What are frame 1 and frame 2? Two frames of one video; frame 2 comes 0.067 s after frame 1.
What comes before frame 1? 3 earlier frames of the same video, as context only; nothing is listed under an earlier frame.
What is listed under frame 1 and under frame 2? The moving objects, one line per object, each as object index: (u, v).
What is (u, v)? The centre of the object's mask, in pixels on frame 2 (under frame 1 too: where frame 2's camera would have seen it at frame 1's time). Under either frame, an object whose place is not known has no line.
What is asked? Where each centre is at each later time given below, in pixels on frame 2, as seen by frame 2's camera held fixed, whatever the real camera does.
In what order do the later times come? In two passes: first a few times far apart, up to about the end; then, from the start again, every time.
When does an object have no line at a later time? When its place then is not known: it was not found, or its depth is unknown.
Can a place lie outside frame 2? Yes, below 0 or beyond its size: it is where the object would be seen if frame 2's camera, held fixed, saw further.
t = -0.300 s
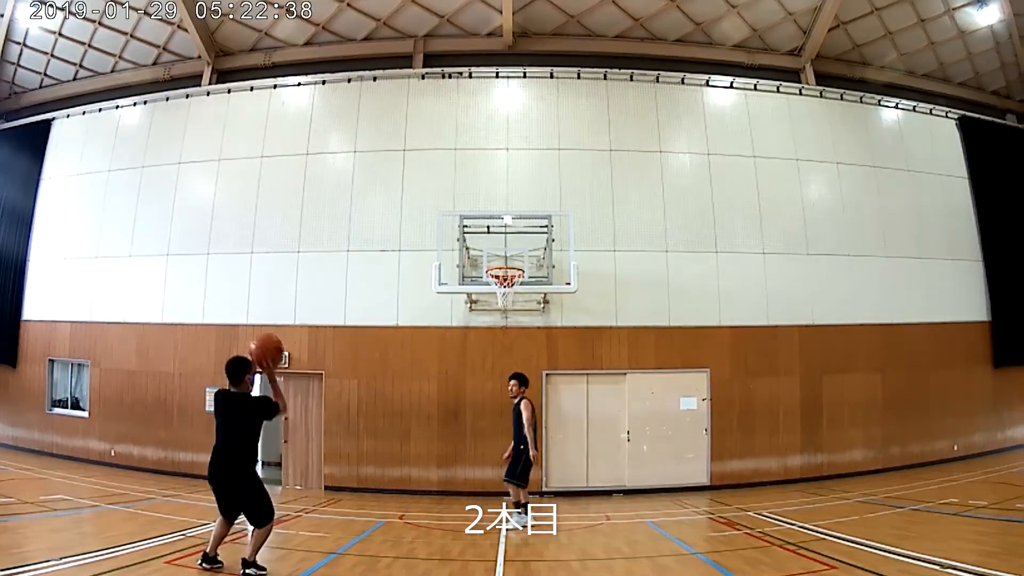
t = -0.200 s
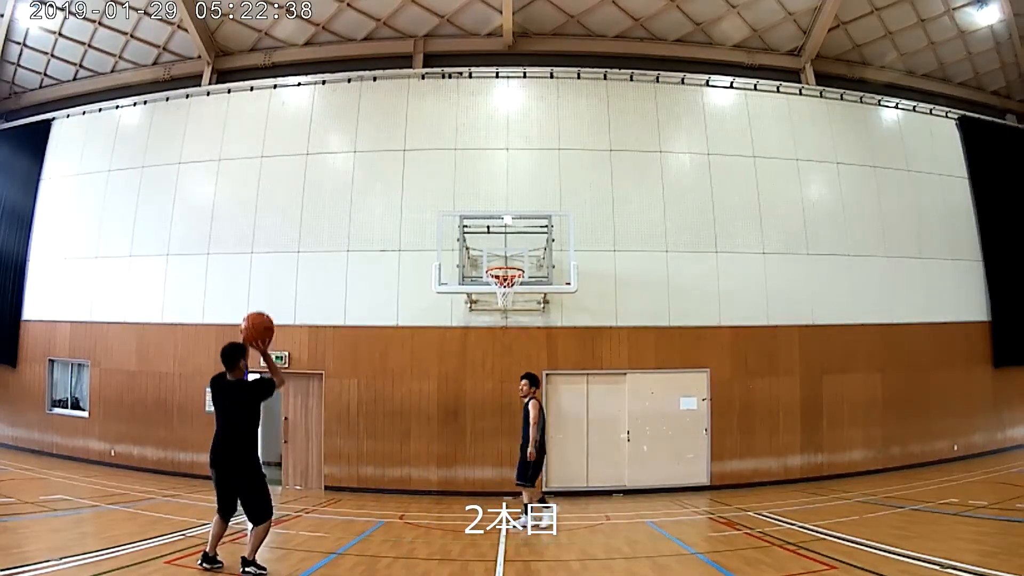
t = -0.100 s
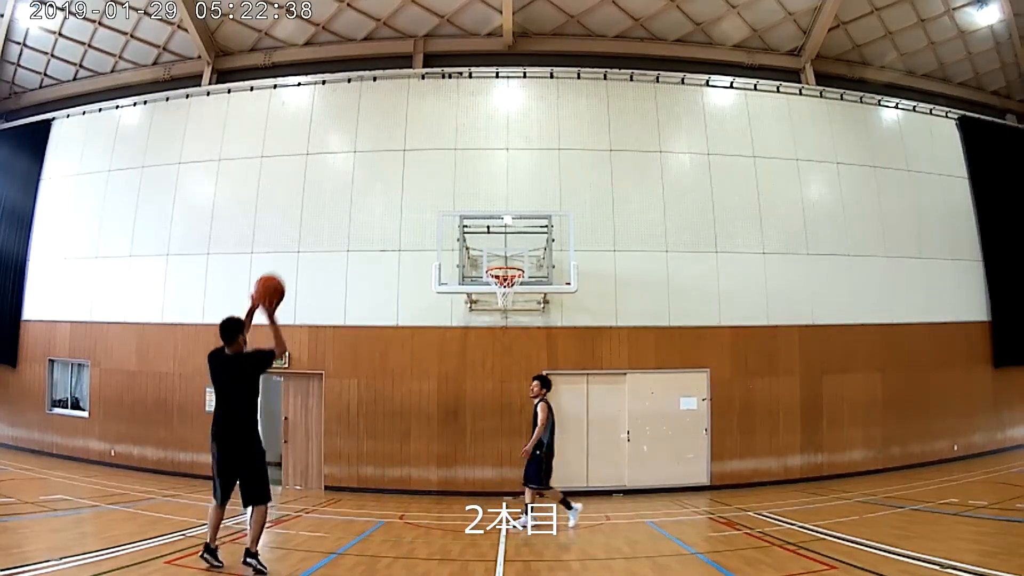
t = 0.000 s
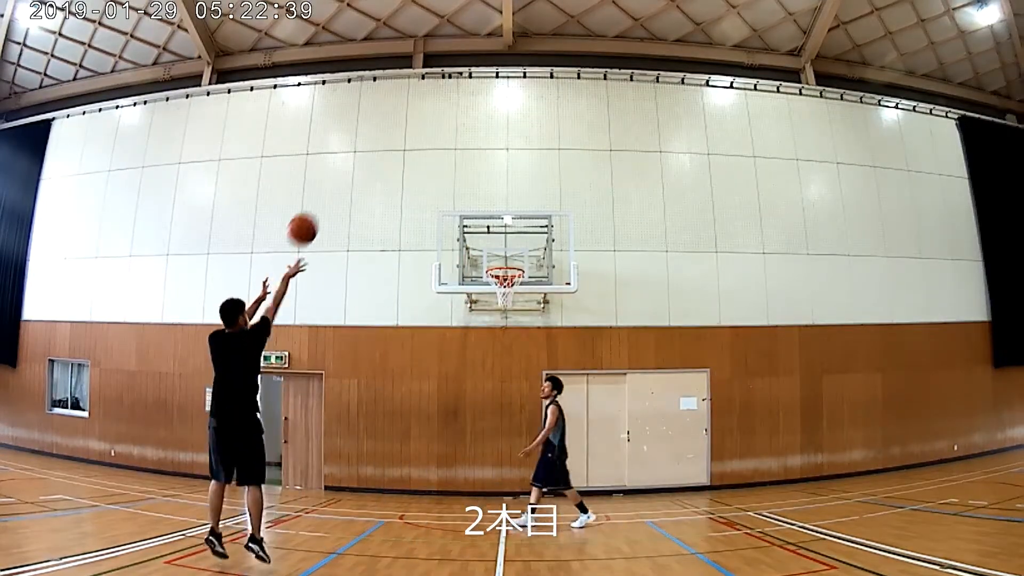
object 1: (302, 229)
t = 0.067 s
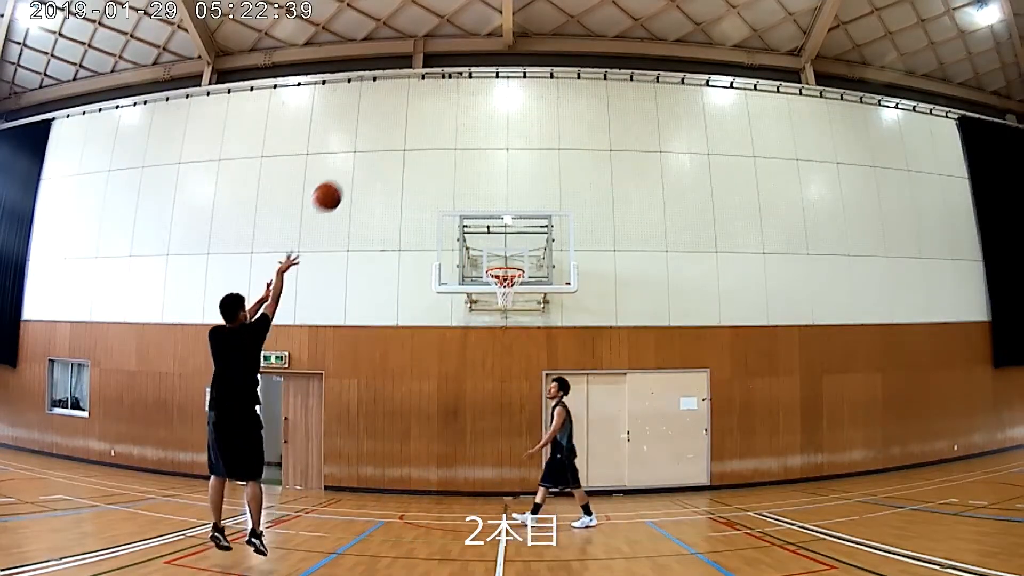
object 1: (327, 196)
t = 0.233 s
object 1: (378, 150)
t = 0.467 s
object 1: (429, 141)
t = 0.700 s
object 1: (468, 175)
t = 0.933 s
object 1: (498, 242)
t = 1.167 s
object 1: (512, 247)
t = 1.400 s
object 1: (522, 251)
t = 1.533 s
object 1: (528, 278)
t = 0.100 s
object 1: (339, 183)
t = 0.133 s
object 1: (350, 172)
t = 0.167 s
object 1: (360, 163)
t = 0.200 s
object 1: (370, 156)
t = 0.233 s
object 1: (378, 150)
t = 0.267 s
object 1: (387, 145)
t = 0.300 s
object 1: (395, 142)
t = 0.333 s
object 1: (402, 140)
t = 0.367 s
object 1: (410, 138)
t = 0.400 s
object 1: (416, 138)
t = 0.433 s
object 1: (423, 139)
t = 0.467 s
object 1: (429, 141)
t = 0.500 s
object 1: (436, 143)
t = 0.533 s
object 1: (441, 147)
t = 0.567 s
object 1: (447, 151)
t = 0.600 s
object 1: (453, 156)
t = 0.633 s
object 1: (458, 162)
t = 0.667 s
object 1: (463, 168)
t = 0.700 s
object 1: (468, 175)
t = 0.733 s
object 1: (473, 183)
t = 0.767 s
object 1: (477, 191)
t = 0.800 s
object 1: (482, 200)
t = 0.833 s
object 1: (486, 210)
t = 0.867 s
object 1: (490, 220)
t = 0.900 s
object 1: (494, 231)
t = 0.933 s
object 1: (498, 242)
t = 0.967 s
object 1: (502, 254)
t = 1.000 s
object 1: (506, 262)
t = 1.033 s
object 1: (507, 261)
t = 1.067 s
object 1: (508, 258)
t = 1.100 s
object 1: (509, 253)
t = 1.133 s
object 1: (511, 249)
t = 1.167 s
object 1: (512, 247)
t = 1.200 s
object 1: (513, 245)
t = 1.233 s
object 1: (515, 243)
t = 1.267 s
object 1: (516, 243)
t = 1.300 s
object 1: (517, 243)
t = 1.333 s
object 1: (519, 245)
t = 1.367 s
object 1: (520, 247)
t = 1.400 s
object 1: (522, 251)
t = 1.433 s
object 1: (523, 256)
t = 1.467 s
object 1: (525, 262)
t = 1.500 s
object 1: (527, 269)
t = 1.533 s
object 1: (528, 278)
